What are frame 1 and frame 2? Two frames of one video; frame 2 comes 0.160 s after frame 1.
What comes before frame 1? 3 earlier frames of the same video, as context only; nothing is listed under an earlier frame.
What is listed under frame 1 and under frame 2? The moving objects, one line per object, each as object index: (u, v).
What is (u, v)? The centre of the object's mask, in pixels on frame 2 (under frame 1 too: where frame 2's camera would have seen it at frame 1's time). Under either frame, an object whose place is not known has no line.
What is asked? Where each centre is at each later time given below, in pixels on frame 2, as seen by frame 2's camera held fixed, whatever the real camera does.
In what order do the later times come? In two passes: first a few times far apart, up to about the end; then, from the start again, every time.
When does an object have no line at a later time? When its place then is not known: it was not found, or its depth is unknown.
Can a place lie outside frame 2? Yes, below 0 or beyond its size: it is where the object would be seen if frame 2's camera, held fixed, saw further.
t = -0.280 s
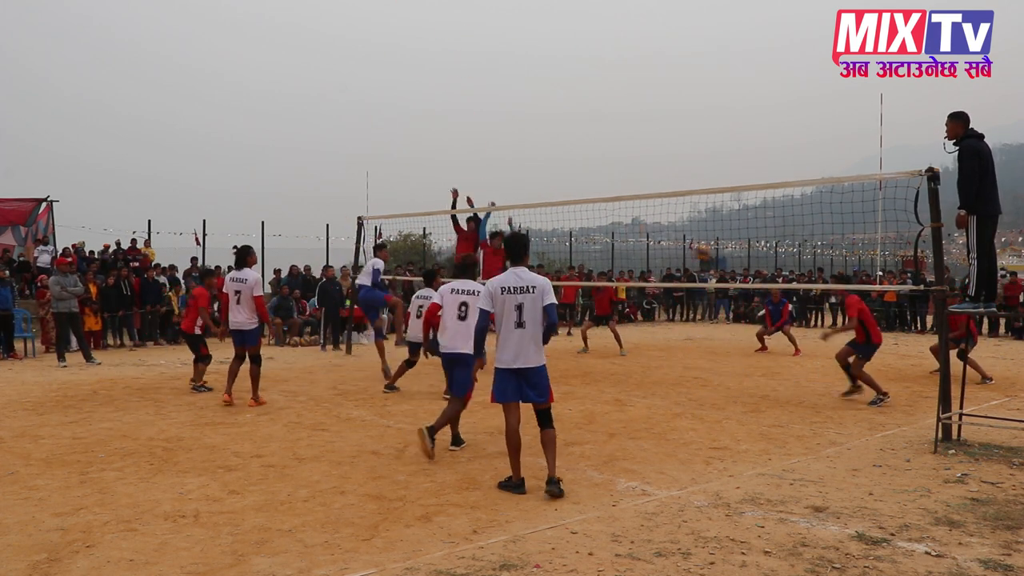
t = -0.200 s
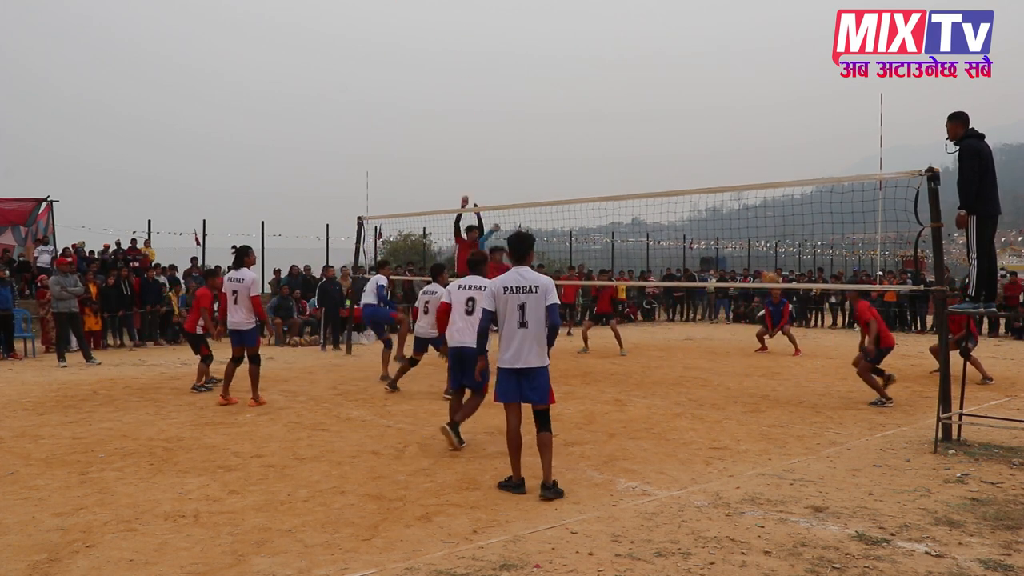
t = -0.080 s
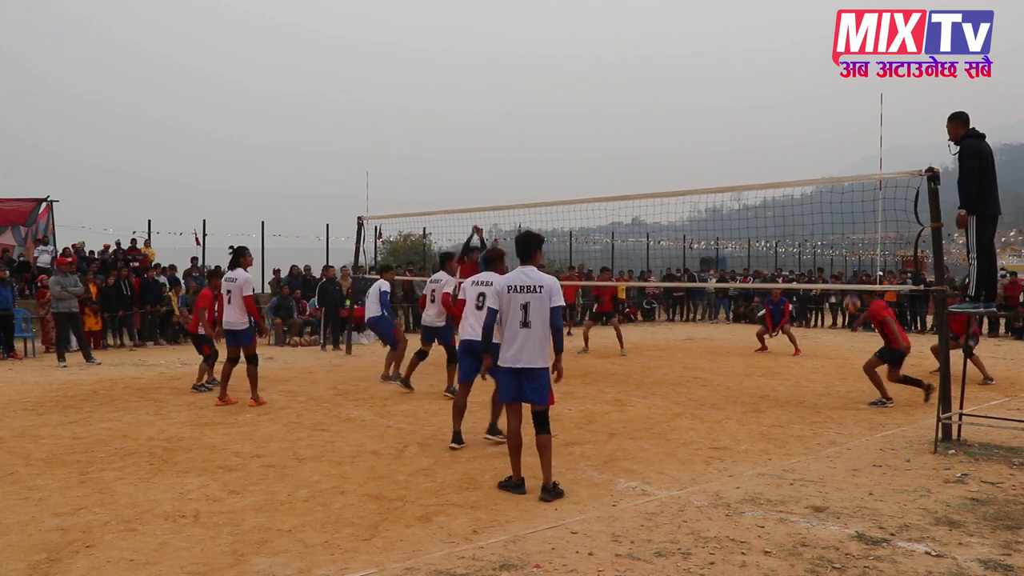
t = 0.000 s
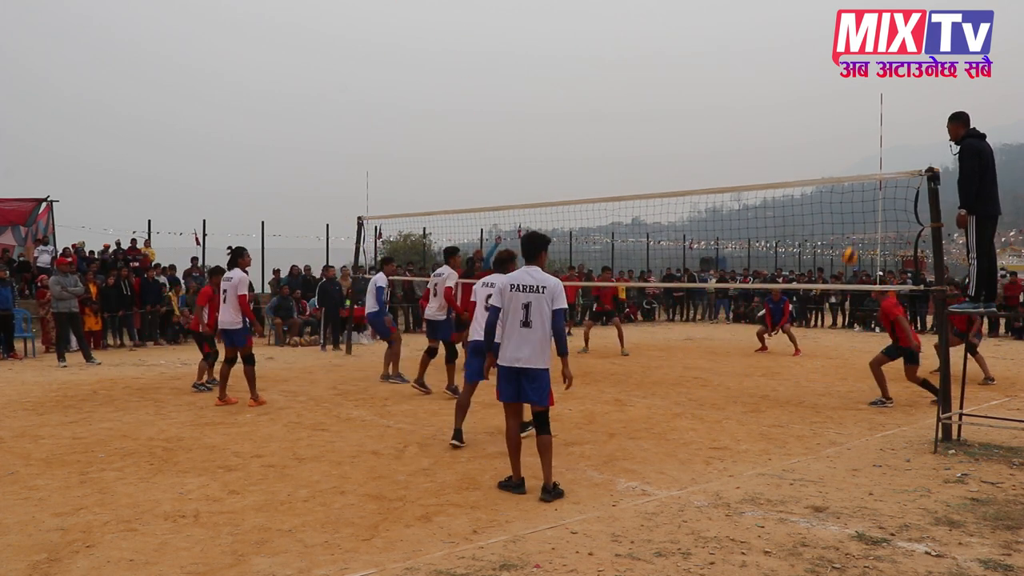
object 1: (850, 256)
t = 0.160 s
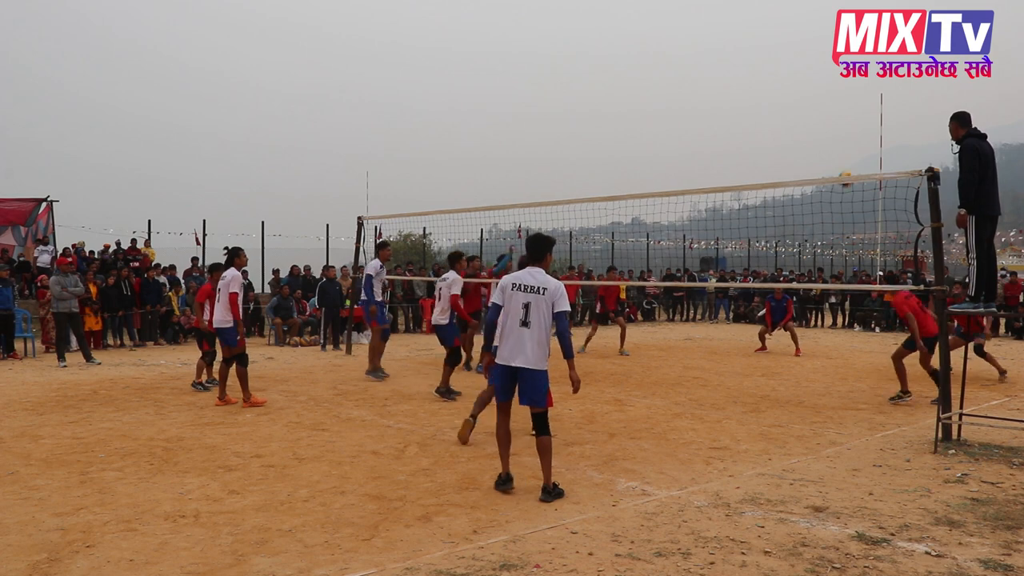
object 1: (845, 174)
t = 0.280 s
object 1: (843, 138)
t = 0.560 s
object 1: (836, 89)
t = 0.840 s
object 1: (828, 96)
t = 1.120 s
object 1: (822, 151)
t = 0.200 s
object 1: (845, 164)
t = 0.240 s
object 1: (844, 150)
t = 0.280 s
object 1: (843, 138)
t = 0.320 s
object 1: (842, 127)
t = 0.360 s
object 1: (841, 117)
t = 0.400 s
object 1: (840, 109)
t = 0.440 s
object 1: (839, 102)
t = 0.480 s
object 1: (837, 97)
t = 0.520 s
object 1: (836, 92)
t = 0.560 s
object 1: (836, 89)
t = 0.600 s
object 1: (834, 86)
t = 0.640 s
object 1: (833, 85)
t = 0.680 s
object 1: (832, 85)
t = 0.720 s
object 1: (831, 86)
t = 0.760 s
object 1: (830, 89)
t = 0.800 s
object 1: (829, 92)
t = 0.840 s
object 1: (828, 96)
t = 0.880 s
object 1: (827, 101)
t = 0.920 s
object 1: (826, 107)
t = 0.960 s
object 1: (825, 114)
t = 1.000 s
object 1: (824, 122)
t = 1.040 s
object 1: (824, 130)
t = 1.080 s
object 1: (823, 140)
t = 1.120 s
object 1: (822, 151)
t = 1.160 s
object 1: (821, 162)
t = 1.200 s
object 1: (819, 174)
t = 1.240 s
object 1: (819, 189)
